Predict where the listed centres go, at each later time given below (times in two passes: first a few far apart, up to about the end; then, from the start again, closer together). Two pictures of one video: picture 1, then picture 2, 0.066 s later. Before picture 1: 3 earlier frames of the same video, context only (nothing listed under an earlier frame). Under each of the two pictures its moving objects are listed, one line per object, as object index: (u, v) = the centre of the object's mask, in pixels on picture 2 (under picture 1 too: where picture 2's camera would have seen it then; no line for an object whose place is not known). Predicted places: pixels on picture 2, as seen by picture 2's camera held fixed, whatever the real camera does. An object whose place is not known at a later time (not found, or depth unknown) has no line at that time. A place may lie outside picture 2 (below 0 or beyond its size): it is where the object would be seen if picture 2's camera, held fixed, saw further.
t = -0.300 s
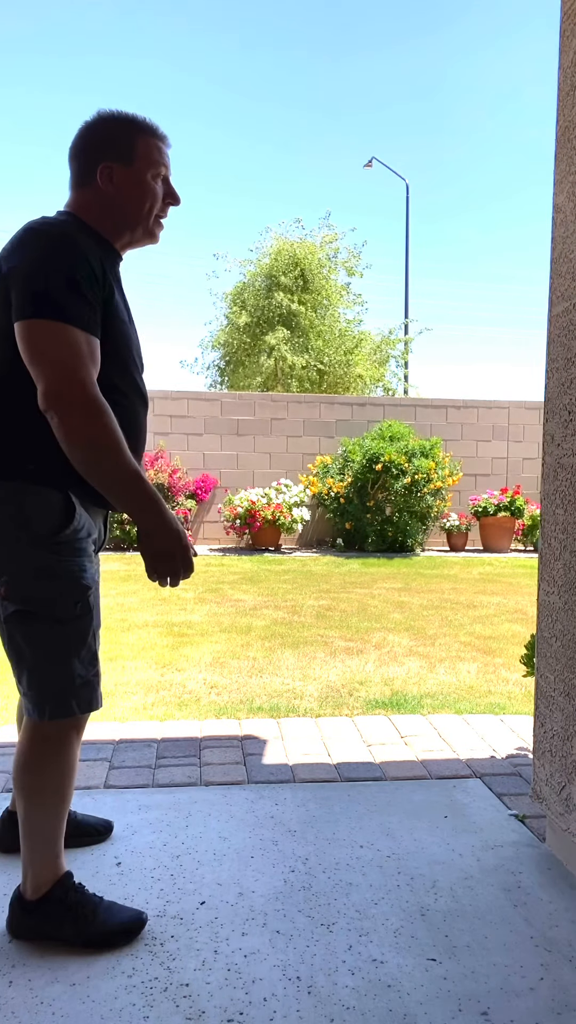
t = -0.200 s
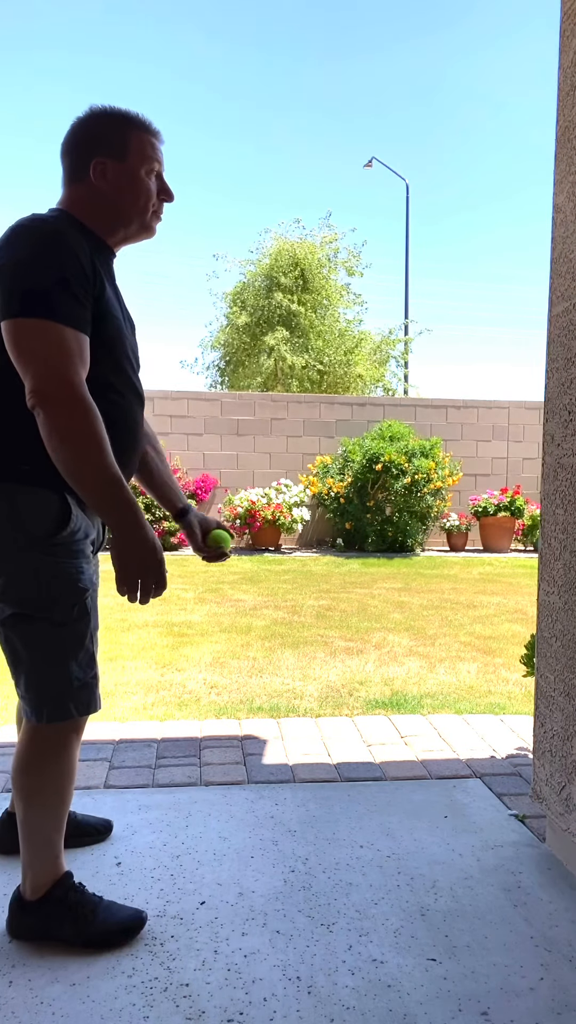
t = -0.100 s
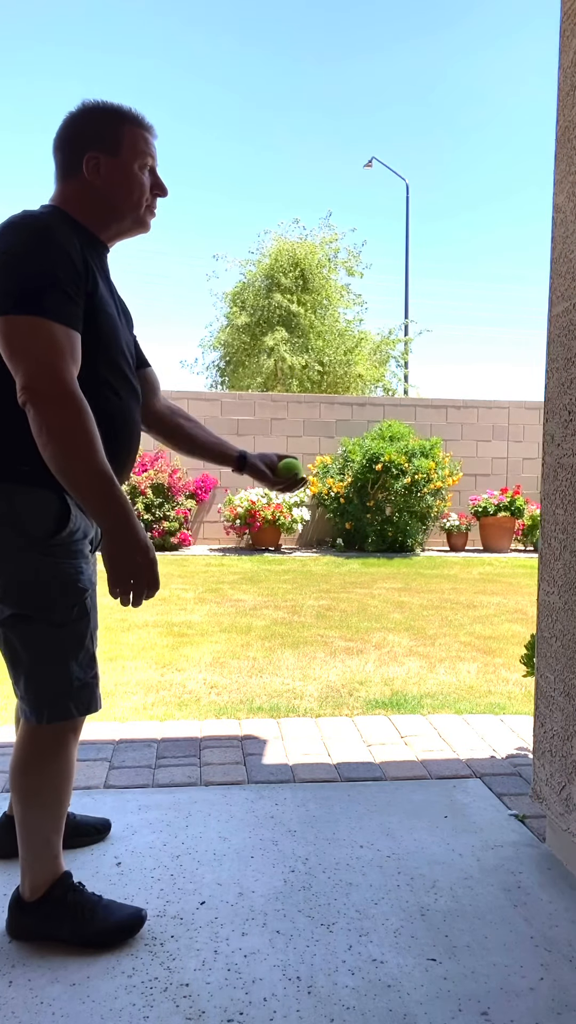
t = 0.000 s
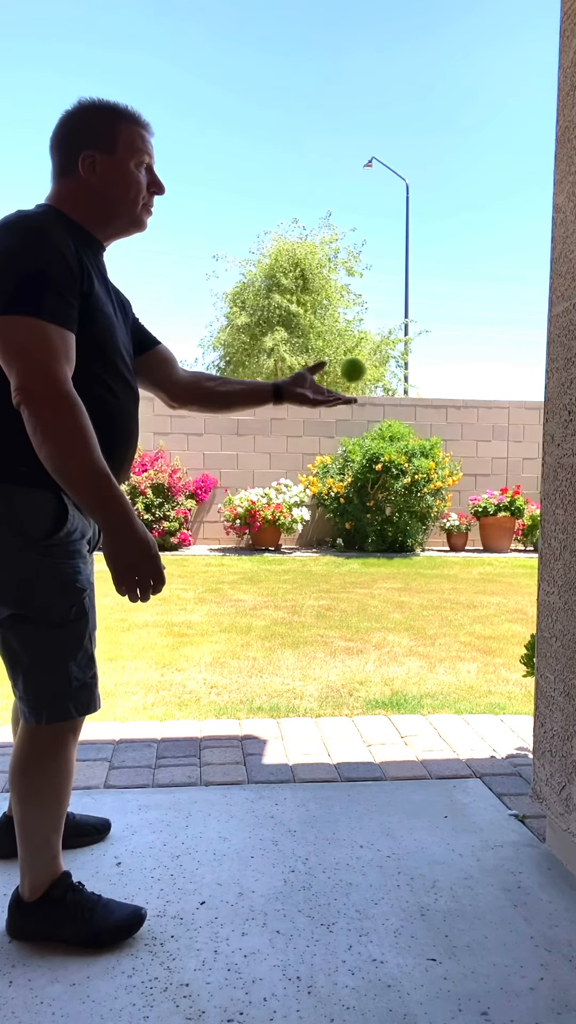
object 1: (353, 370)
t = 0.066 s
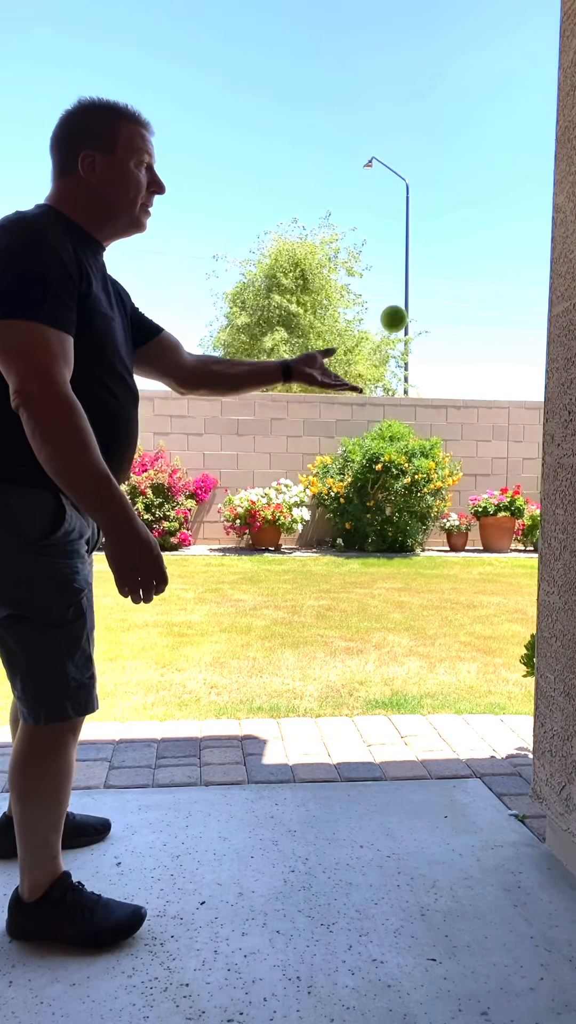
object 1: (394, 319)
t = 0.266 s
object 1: (515, 269)
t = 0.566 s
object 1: (479, 447)
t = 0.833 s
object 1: (361, 874)
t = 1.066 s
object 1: (281, 599)
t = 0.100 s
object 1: (414, 299)
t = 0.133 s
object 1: (434, 285)
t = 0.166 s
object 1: (455, 274)
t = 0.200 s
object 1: (475, 268)
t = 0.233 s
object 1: (495, 266)
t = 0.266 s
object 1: (515, 269)
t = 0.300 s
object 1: (535, 276)
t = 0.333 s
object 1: (555, 288)
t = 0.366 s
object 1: (563, 302)
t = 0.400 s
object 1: (552, 314)
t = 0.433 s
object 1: (538, 331)
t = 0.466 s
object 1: (523, 353)
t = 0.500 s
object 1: (508, 380)
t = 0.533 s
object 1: (494, 411)
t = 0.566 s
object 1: (479, 447)
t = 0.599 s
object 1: (465, 487)
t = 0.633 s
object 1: (450, 533)
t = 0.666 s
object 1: (435, 583)
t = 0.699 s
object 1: (419, 637)
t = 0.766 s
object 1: (389, 761)
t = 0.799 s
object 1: (375, 828)
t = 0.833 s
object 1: (361, 874)
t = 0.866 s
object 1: (350, 820)
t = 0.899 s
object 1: (339, 772)
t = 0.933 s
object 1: (327, 729)
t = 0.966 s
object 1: (316, 690)
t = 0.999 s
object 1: (304, 655)
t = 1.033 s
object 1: (293, 624)
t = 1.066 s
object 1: (281, 599)
